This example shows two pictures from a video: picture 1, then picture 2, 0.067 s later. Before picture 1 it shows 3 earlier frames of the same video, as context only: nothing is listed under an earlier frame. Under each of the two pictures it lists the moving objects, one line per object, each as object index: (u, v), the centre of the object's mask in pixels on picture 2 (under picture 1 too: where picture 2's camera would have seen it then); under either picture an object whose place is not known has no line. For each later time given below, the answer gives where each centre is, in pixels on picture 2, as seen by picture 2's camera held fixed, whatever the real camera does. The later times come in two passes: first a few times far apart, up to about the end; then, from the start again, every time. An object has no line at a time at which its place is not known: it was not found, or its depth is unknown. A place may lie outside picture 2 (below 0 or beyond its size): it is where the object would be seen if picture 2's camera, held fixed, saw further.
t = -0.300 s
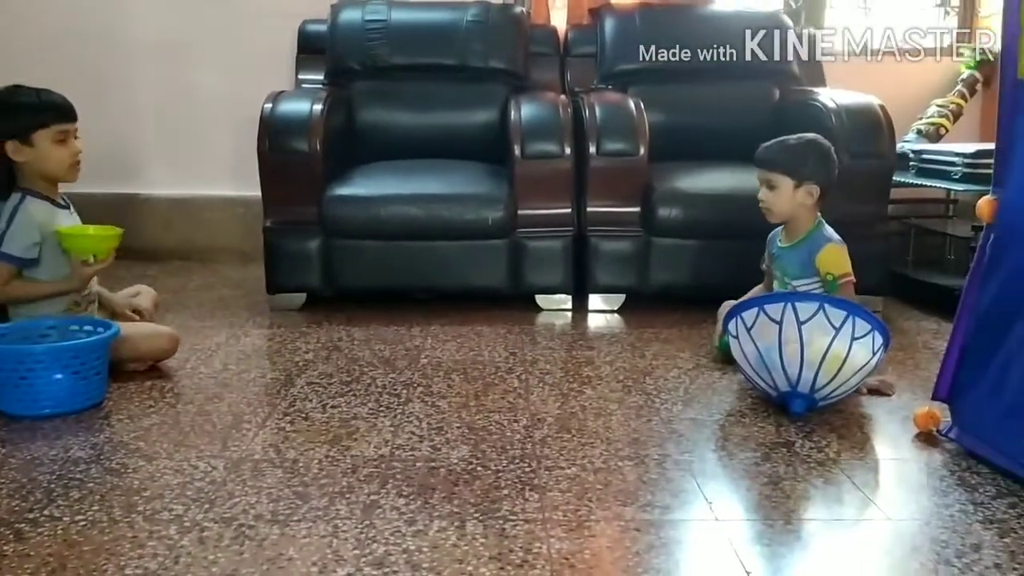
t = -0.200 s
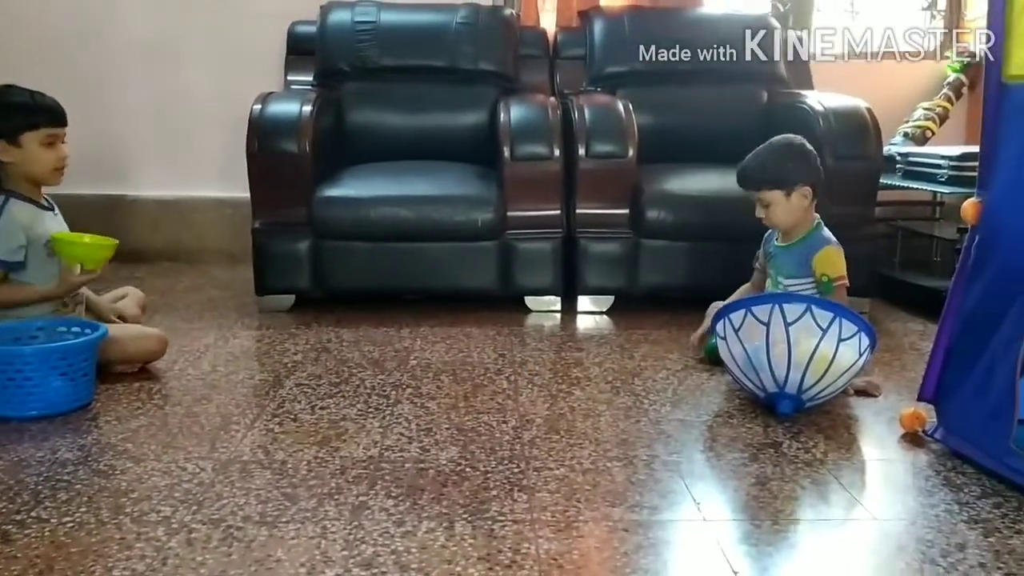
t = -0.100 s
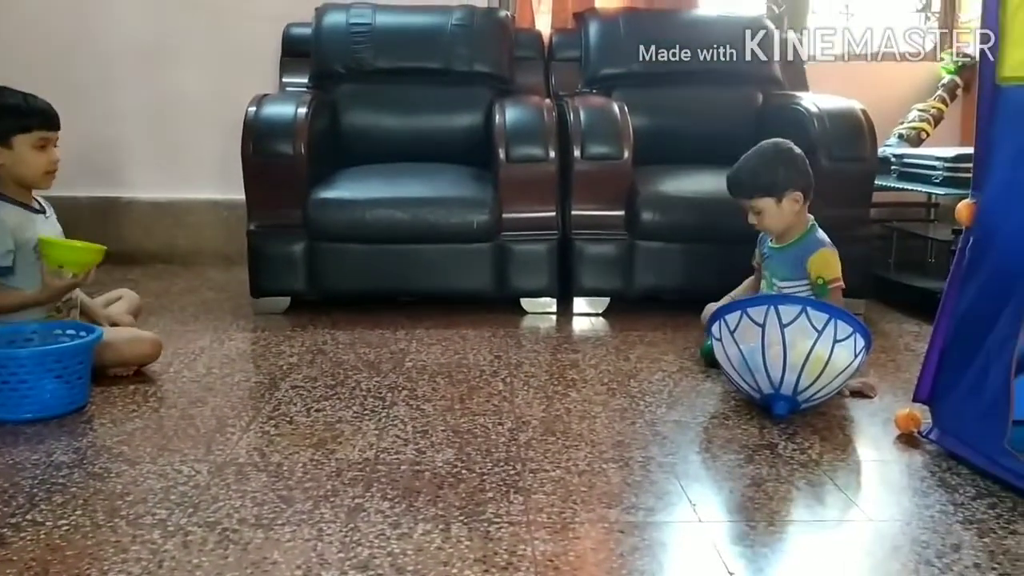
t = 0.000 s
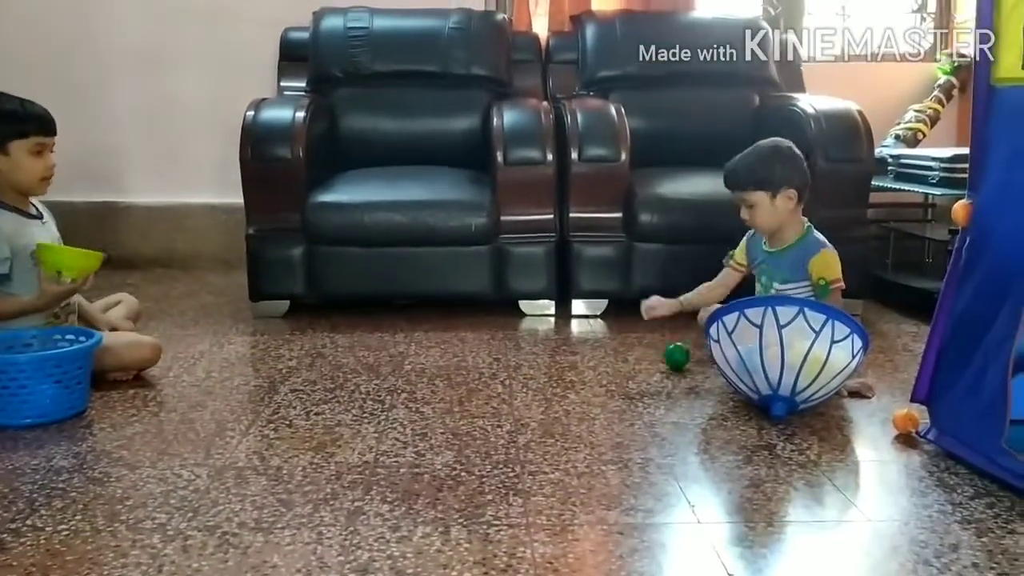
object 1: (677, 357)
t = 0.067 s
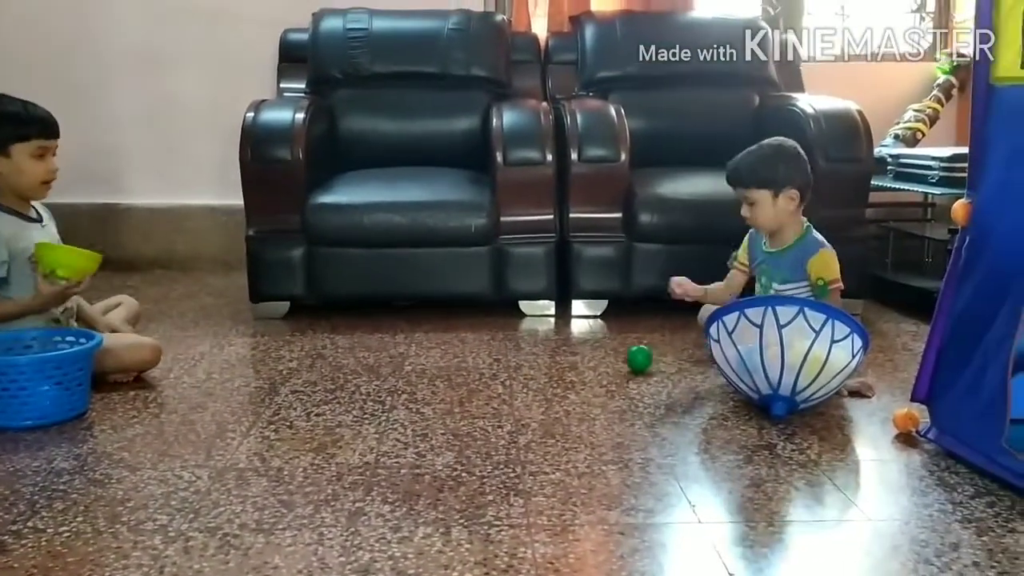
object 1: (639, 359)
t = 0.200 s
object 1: (565, 364)
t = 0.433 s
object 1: (448, 375)
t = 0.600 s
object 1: (372, 385)
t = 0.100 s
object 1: (621, 361)
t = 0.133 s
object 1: (603, 361)
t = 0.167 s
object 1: (584, 363)
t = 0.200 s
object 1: (565, 364)
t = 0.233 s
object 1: (549, 366)
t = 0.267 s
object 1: (531, 367)
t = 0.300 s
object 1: (514, 369)
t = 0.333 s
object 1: (497, 370)
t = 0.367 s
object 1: (481, 372)
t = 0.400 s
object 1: (464, 373)
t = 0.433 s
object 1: (448, 375)
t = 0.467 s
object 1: (433, 377)
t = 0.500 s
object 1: (418, 378)
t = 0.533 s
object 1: (403, 380)
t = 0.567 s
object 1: (387, 382)
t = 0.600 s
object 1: (372, 385)
